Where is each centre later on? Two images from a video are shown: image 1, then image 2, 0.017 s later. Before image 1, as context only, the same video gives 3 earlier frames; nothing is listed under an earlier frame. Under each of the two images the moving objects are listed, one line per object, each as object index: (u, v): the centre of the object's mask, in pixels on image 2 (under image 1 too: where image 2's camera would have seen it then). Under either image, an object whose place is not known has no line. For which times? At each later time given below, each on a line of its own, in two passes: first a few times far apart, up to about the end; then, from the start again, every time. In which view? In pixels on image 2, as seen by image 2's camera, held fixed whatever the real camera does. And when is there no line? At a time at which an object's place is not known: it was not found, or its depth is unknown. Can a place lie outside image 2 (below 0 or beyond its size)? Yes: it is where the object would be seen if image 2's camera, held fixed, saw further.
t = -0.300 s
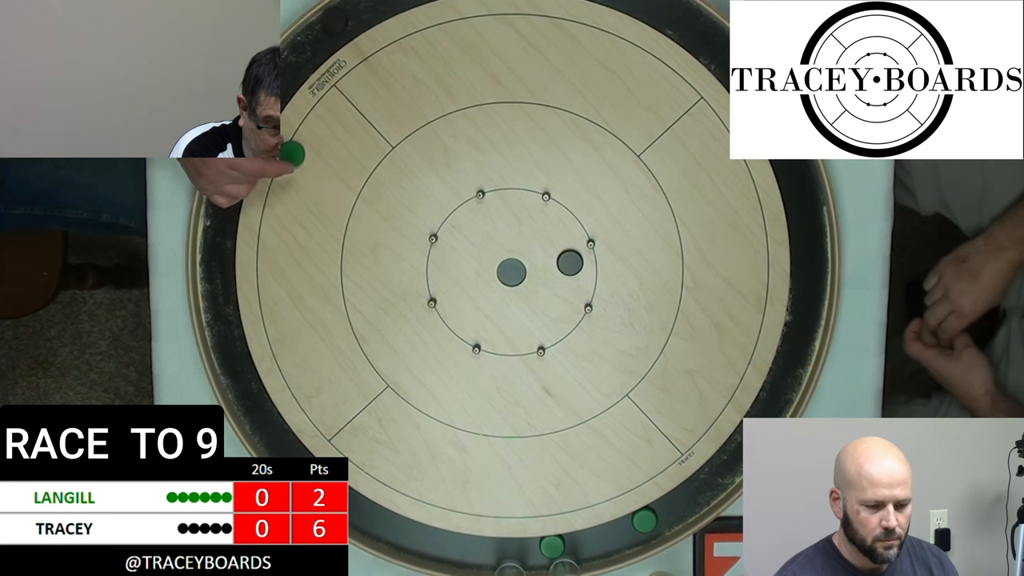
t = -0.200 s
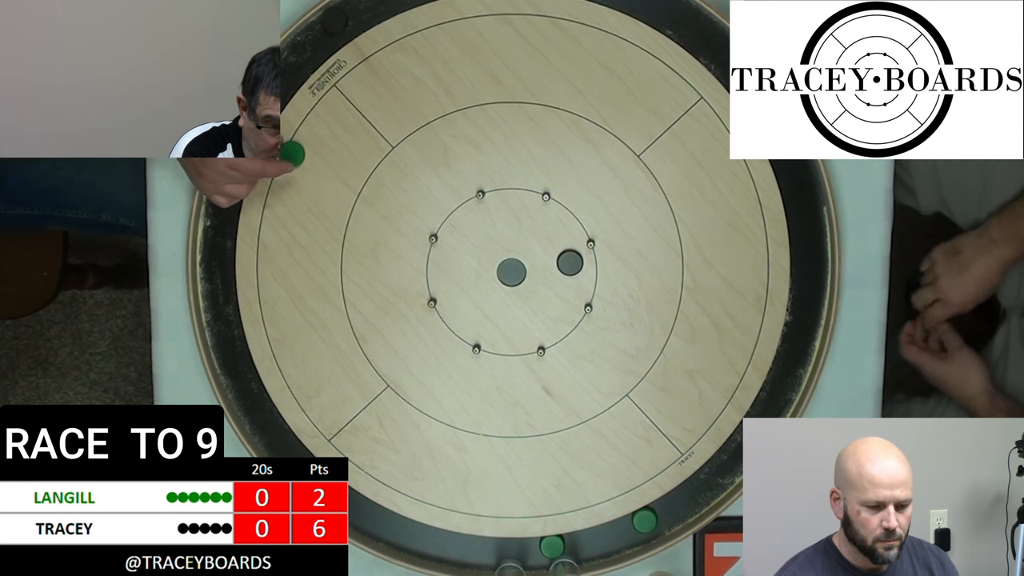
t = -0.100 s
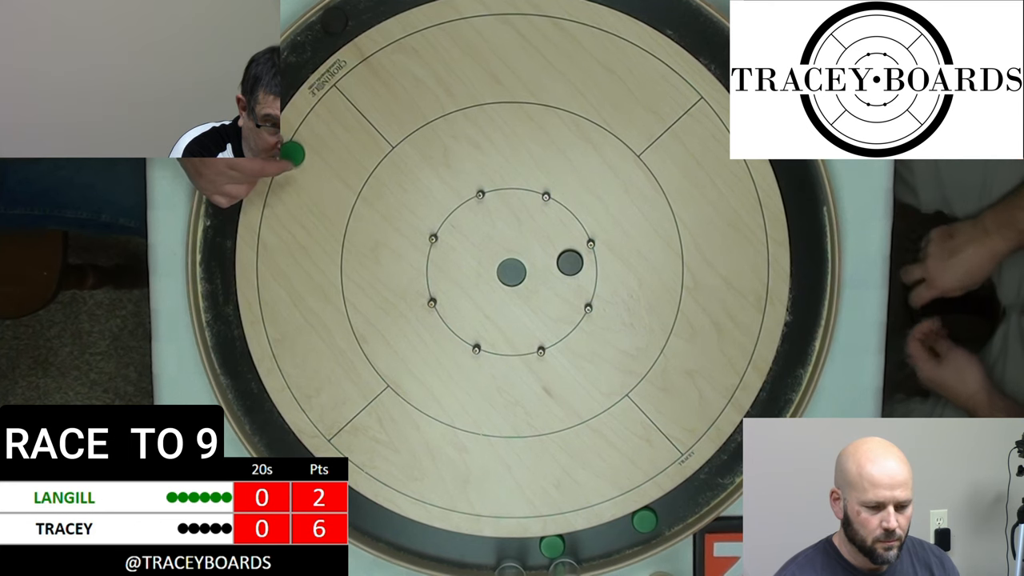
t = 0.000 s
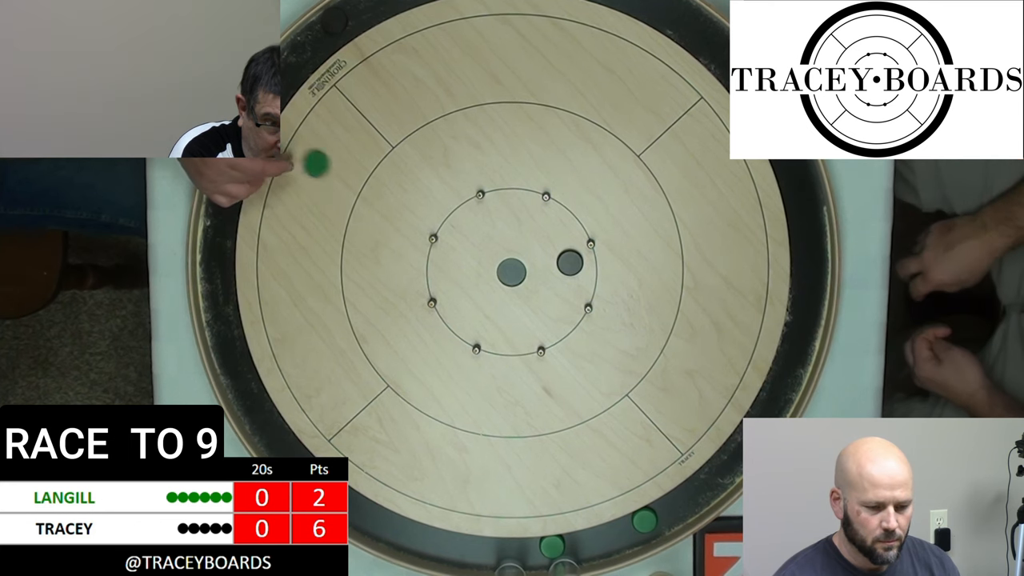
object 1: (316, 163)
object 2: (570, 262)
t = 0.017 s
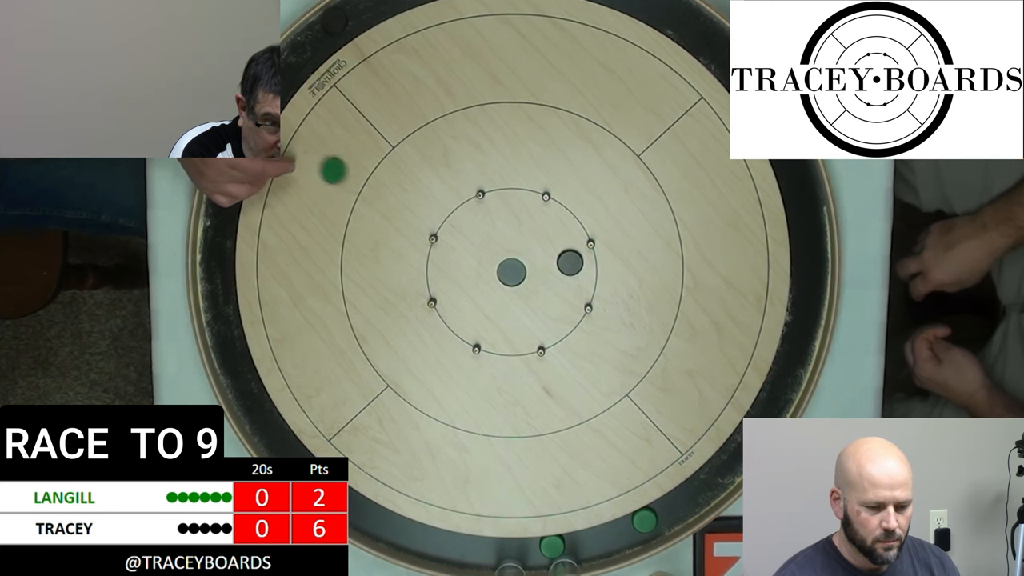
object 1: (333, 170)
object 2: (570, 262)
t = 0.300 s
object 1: (546, 253)
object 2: (619, 280)
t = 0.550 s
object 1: (546, 253)
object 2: (765, 334)
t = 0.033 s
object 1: (350, 176)
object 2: (570, 262)
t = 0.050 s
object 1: (368, 183)
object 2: (570, 262)
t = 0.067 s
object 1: (385, 190)
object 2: (570, 262)
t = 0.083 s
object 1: (402, 197)
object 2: (570, 262)
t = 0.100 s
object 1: (419, 203)
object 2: (570, 262)
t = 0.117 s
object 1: (436, 210)
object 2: (570, 262)
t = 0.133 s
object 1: (452, 216)
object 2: (570, 262)
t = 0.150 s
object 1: (469, 223)
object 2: (570, 262)
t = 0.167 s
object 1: (484, 229)
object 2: (570, 262)
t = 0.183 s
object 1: (500, 235)
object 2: (570, 262)
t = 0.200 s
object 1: (515, 241)
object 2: (570, 262)
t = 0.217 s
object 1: (530, 247)
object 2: (570, 262)
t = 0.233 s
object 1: (545, 252)
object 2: (570, 262)
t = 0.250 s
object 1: (546, 253)
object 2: (582, 267)
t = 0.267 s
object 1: (546, 253)
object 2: (596, 272)
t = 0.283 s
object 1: (546, 253)
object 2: (608, 276)
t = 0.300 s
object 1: (546, 253)
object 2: (619, 280)
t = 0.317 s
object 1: (546, 253)
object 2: (631, 285)
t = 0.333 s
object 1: (546, 253)
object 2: (643, 289)
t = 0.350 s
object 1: (546, 253)
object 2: (654, 293)
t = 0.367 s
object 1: (546, 253)
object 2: (664, 297)
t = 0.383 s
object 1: (546, 253)
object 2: (675, 301)
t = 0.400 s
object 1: (546, 253)
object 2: (685, 304)
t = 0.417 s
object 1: (546, 253)
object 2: (695, 308)
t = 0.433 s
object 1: (546, 253)
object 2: (705, 312)
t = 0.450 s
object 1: (546, 253)
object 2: (714, 316)
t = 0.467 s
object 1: (546, 253)
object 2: (723, 319)
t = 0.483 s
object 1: (546, 253)
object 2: (732, 322)
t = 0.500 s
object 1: (546, 253)
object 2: (741, 325)
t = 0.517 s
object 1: (546, 253)
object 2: (749, 328)
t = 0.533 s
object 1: (546, 253)
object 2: (757, 331)
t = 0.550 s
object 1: (546, 253)
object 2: (765, 334)
